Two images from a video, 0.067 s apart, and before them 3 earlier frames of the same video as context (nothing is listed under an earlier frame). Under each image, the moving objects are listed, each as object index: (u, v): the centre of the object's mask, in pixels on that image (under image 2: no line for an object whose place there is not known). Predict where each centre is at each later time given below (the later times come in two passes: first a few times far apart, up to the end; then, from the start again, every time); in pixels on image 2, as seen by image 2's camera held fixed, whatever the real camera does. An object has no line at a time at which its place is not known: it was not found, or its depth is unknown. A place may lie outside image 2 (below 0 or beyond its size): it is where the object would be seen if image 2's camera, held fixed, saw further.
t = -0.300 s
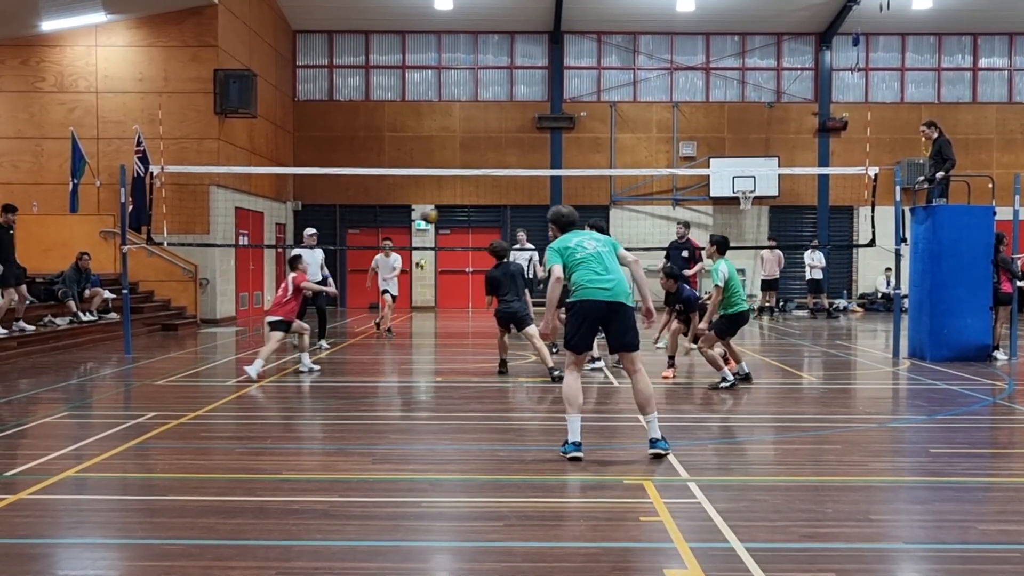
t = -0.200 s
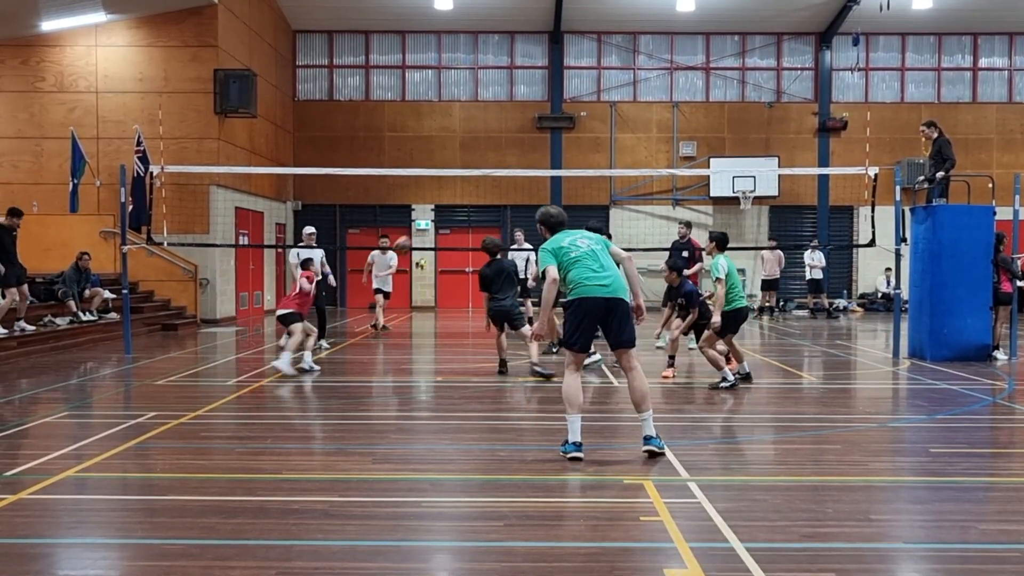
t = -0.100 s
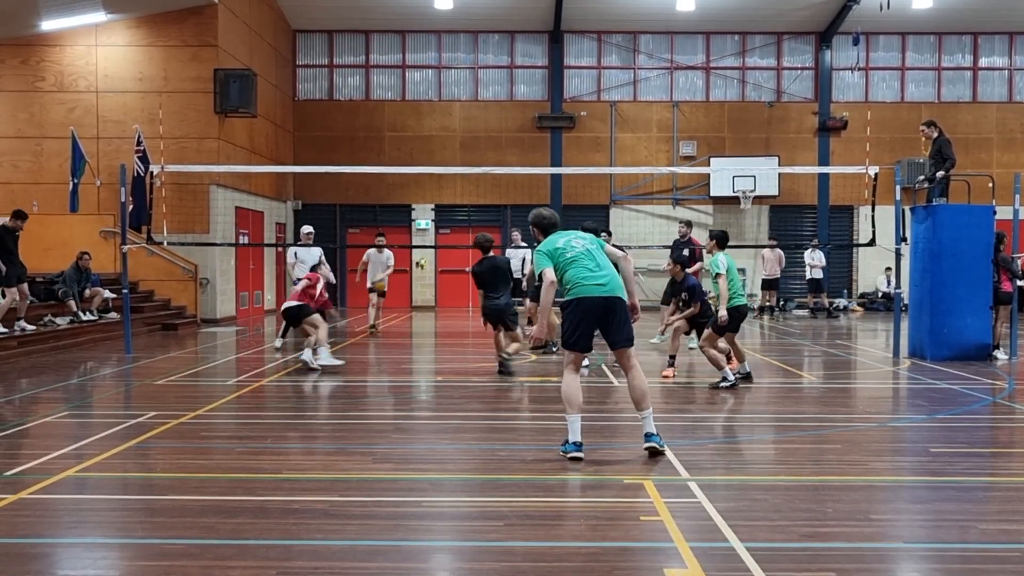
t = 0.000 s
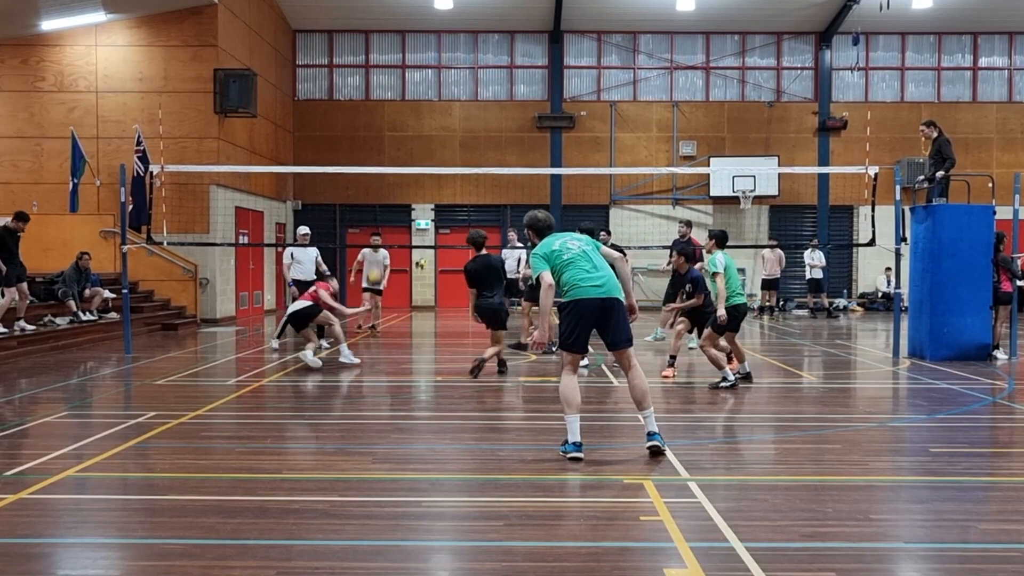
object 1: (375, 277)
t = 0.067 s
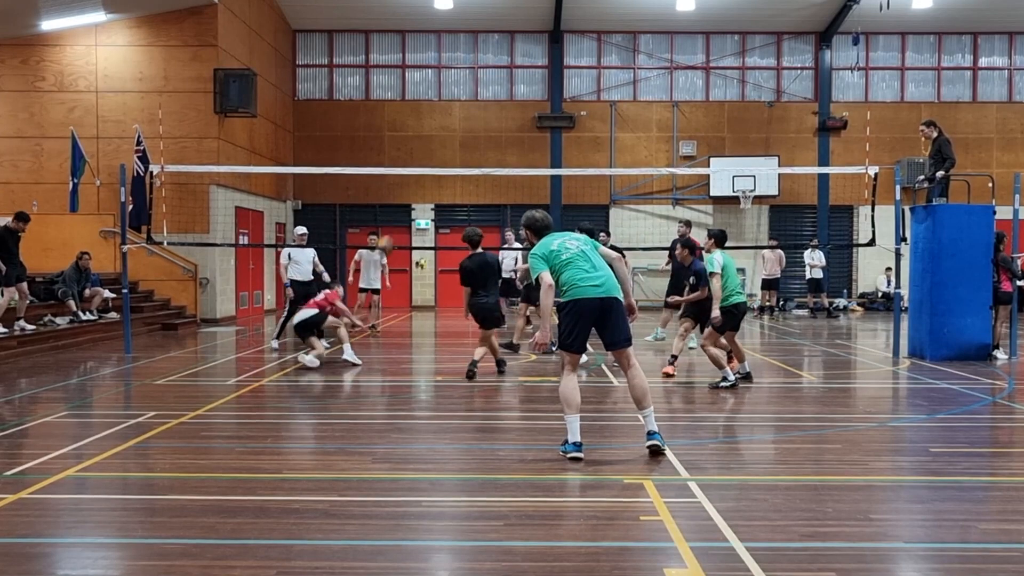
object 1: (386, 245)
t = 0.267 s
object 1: (416, 169)
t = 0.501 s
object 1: (452, 116)
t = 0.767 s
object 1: (493, 109)
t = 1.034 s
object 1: (537, 162)
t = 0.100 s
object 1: (390, 230)
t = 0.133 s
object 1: (396, 216)
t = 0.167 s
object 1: (401, 203)
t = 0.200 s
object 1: (405, 191)
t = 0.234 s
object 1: (410, 181)
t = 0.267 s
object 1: (416, 169)
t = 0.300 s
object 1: (422, 158)
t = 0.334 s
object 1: (427, 149)
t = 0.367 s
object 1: (431, 141)
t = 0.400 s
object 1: (437, 133)
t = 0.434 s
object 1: (442, 126)
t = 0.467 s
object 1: (447, 121)
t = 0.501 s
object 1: (452, 116)
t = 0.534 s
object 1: (457, 112)
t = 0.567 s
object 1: (462, 109)
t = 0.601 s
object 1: (467, 107)
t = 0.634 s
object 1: (473, 105)
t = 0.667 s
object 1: (478, 105)
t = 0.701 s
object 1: (483, 105)
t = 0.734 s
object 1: (488, 107)
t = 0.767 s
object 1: (493, 109)
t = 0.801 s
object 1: (499, 112)
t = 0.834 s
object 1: (505, 116)
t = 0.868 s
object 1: (510, 121)
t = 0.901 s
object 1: (516, 128)
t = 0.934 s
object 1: (521, 135)
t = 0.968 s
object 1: (526, 144)
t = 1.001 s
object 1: (531, 153)
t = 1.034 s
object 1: (537, 162)
